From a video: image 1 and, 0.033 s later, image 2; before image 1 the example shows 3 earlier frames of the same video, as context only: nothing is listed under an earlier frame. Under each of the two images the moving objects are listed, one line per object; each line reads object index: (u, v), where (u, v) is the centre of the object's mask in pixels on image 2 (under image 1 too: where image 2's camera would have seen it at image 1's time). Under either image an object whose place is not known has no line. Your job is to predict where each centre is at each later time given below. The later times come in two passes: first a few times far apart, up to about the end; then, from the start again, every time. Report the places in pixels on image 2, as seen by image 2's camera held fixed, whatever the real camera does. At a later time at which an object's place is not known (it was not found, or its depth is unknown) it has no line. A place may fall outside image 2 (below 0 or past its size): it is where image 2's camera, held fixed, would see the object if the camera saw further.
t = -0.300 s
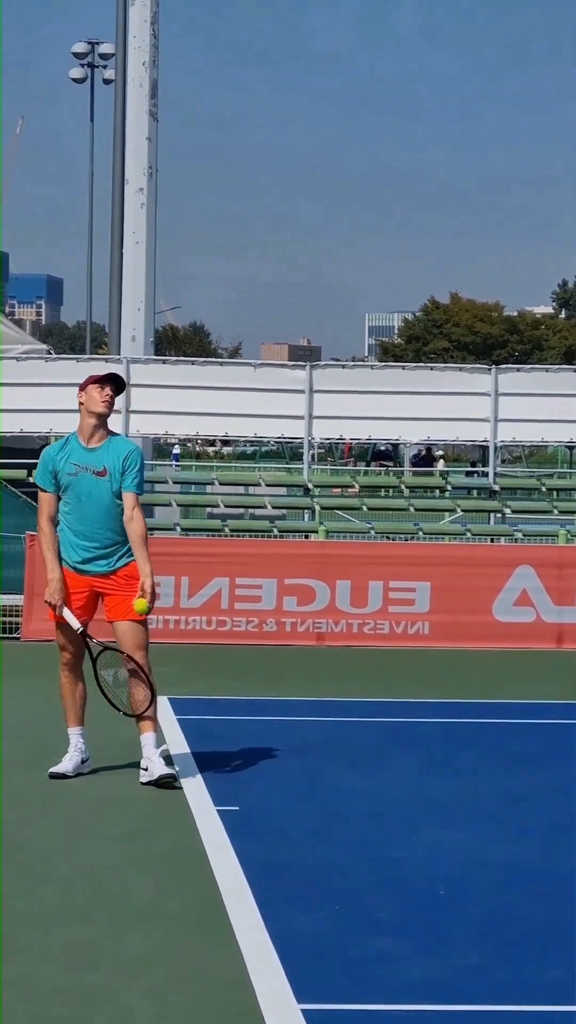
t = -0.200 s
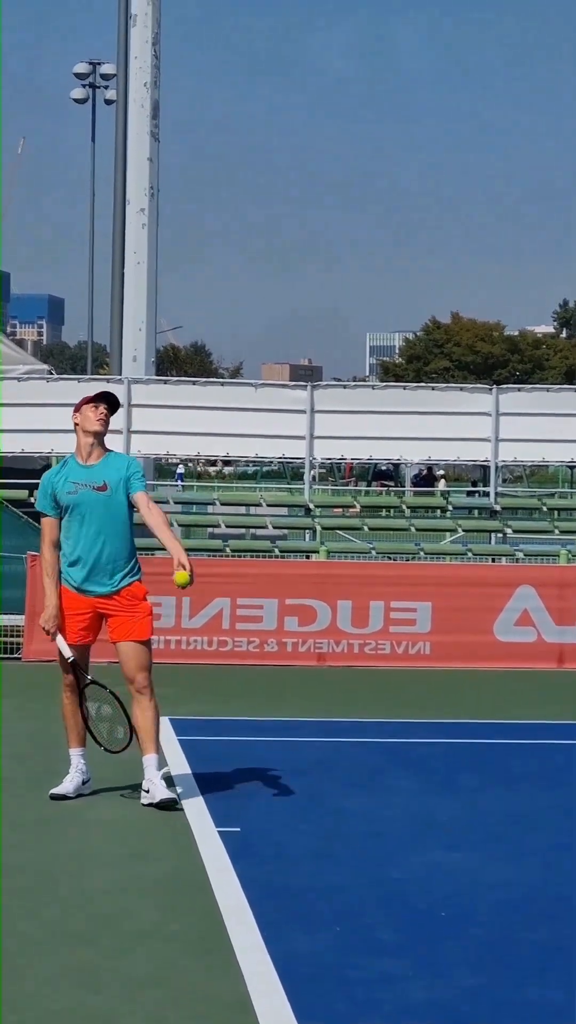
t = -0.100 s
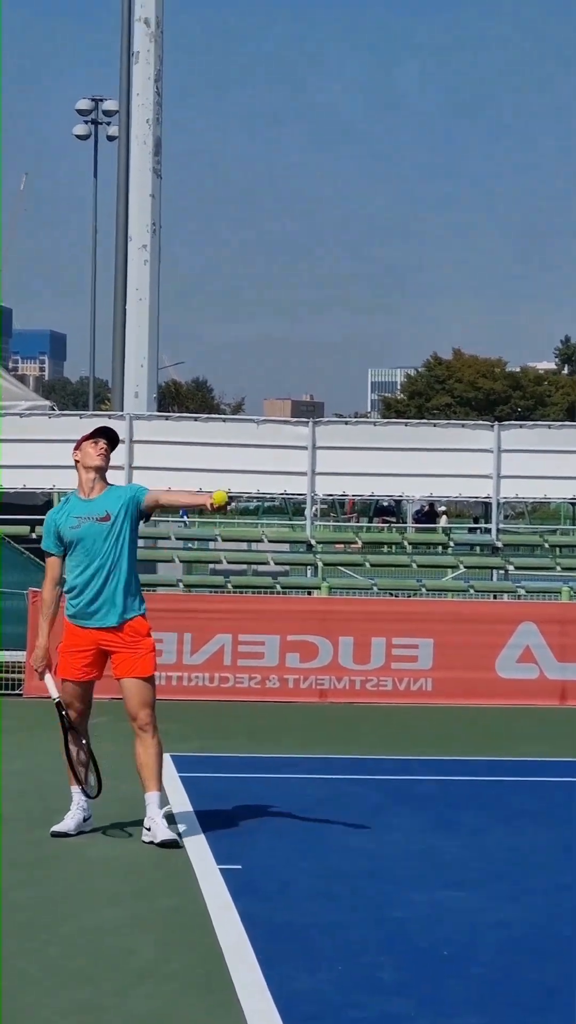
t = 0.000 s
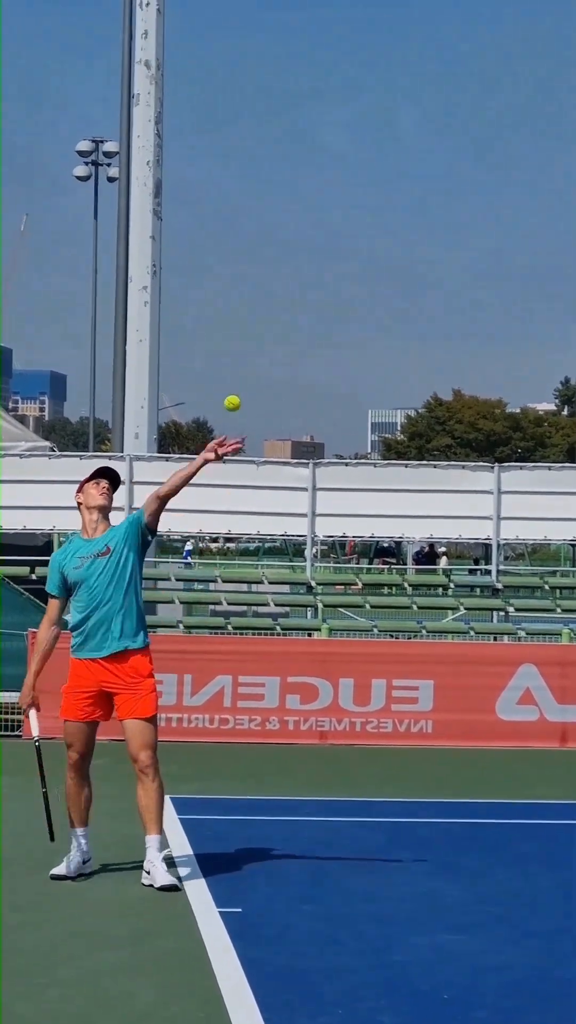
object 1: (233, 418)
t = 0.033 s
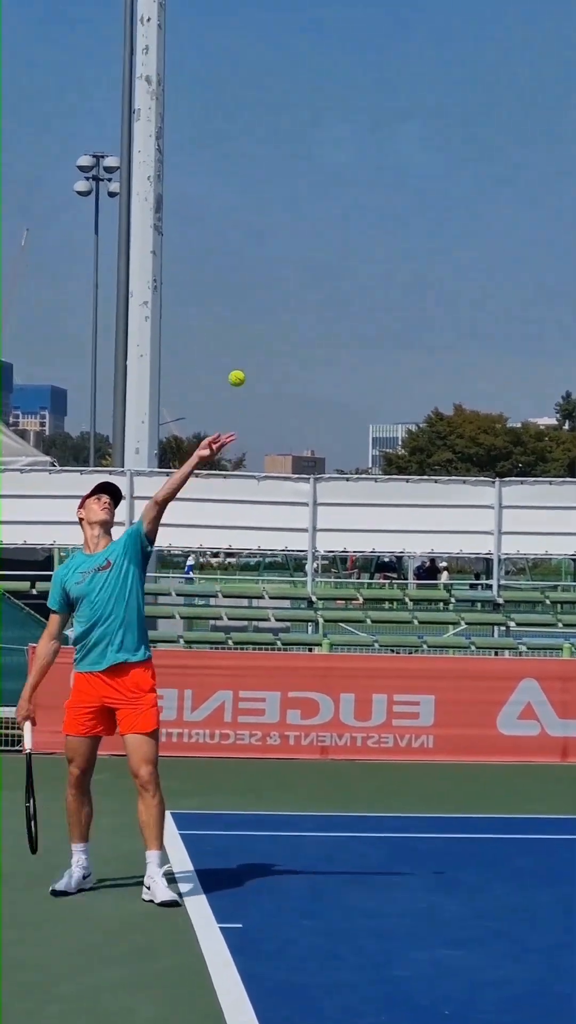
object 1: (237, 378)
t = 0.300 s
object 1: (261, 151)
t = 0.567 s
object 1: (282, 90)
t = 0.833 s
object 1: (299, 192)
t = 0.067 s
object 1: (240, 340)
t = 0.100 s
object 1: (243, 306)
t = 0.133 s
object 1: (246, 273)
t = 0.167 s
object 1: (249, 243)
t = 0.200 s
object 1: (253, 216)
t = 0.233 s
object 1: (255, 192)
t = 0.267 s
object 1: (258, 170)
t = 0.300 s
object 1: (261, 151)
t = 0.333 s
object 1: (264, 134)
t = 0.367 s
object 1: (267, 120)
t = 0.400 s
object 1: (270, 109)
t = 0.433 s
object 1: (273, 100)
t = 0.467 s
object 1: (275, 93)
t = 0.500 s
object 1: (277, 90)
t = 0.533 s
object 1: (280, 89)
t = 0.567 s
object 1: (282, 90)
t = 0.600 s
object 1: (284, 95)
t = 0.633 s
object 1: (287, 101)
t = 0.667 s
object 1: (289, 109)
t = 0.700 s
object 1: (291, 121)
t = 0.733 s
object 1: (293, 135)
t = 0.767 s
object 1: (295, 152)
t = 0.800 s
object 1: (297, 171)
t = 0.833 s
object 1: (299, 192)
